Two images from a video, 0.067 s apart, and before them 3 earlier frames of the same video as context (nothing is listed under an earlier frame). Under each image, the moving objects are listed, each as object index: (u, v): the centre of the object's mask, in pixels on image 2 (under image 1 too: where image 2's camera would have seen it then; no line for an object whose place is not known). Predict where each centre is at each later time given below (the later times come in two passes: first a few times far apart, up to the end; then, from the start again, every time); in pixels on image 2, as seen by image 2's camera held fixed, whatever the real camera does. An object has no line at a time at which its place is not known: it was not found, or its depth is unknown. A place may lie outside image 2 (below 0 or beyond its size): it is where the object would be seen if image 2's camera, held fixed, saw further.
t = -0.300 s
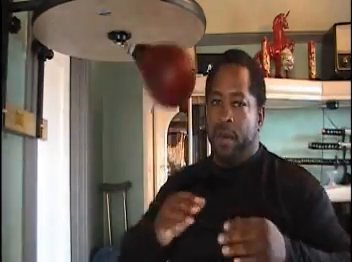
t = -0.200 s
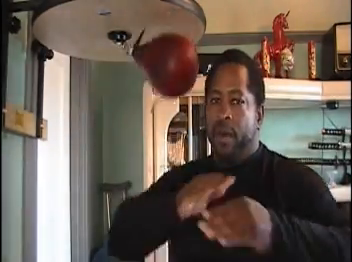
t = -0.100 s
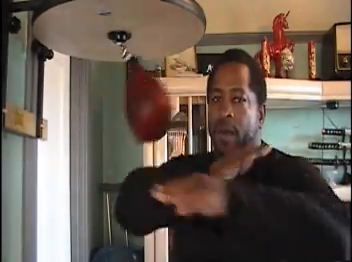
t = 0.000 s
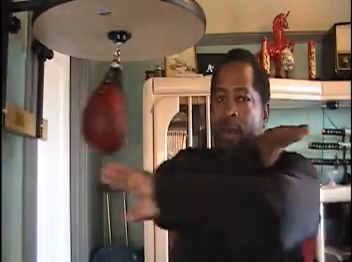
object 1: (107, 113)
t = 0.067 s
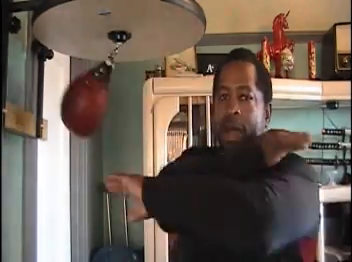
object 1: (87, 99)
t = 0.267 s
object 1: (79, 81)
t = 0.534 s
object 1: (150, 97)
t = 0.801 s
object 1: (163, 69)
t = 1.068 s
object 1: (94, 106)
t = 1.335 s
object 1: (83, 88)
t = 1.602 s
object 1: (146, 101)
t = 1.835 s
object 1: (162, 74)
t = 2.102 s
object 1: (102, 111)
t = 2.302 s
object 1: (82, 88)
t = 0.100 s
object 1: (81, 90)
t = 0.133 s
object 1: (77, 82)
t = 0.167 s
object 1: (76, 74)
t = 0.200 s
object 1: (75, 71)
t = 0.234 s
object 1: (76, 74)
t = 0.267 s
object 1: (79, 81)
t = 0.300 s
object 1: (82, 89)
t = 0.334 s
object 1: (87, 98)
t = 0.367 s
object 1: (94, 106)
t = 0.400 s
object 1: (104, 112)
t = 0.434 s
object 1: (116, 115)
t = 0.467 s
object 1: (128, 113)
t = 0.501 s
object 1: (141, 107)
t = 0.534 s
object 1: (150, 97)
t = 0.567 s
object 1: (158, 86)
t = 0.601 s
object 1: (164, 75)
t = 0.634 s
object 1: (166, 66)
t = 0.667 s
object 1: (168, 61)
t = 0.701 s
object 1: (168, 58)
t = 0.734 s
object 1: (167, 59)
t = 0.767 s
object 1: (166, 62)
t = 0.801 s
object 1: (163, 69)
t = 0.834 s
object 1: (161, 79)
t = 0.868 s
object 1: (155, 90)
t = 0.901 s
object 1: (147, 99)
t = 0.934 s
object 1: (136, 108)
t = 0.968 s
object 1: (124, 113)
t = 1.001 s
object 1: (113, 114)
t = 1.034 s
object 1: (102, 112)
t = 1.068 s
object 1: (94, 106)
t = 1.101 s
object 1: (88, 100)
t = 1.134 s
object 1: (83, 93)
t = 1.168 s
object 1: (80, 87)
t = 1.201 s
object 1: (79, 83)
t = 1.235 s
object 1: (79, 81)
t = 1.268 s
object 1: (79, 81)
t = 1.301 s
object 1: (80, 83)
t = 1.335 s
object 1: (83, 88)
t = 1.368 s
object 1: (86, 95)
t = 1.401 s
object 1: (91, 102)
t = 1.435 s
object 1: (97, 108)
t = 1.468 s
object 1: (106, 113)
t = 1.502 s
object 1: (116, 115)
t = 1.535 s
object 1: (127, 113)
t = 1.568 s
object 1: (137, 109)
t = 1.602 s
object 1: (146, 101)
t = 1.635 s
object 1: (153, 92)
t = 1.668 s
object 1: (159, 83)
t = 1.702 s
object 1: (162, 77)
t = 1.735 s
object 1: (163, 72)
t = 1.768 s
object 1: (164, 70)
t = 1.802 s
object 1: (164, 71)
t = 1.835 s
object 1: (162, 74)
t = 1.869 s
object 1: (159, 80)
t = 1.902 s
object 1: (155, 88)
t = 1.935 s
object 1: (149, 97)
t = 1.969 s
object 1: (140, 105)
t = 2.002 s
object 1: (131, 112)
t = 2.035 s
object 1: (121, 114)
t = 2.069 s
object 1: (111, 114)
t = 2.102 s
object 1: (102, 111)
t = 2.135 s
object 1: (94, 107)
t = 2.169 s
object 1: (89, 102)
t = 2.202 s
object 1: (85, 96)
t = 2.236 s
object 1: (83, 92)
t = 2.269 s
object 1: (82, 89)
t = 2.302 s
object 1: (82, 88)
